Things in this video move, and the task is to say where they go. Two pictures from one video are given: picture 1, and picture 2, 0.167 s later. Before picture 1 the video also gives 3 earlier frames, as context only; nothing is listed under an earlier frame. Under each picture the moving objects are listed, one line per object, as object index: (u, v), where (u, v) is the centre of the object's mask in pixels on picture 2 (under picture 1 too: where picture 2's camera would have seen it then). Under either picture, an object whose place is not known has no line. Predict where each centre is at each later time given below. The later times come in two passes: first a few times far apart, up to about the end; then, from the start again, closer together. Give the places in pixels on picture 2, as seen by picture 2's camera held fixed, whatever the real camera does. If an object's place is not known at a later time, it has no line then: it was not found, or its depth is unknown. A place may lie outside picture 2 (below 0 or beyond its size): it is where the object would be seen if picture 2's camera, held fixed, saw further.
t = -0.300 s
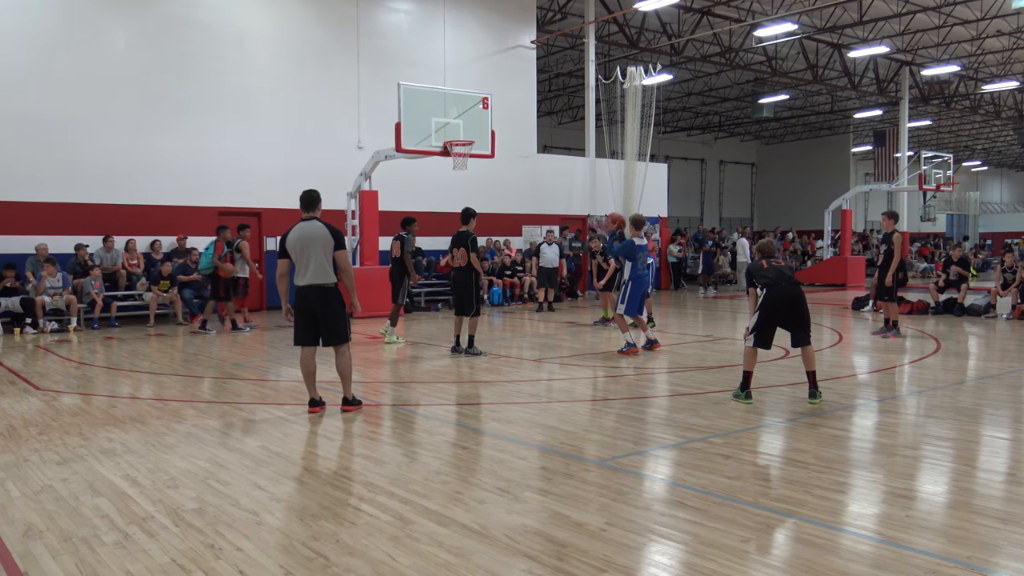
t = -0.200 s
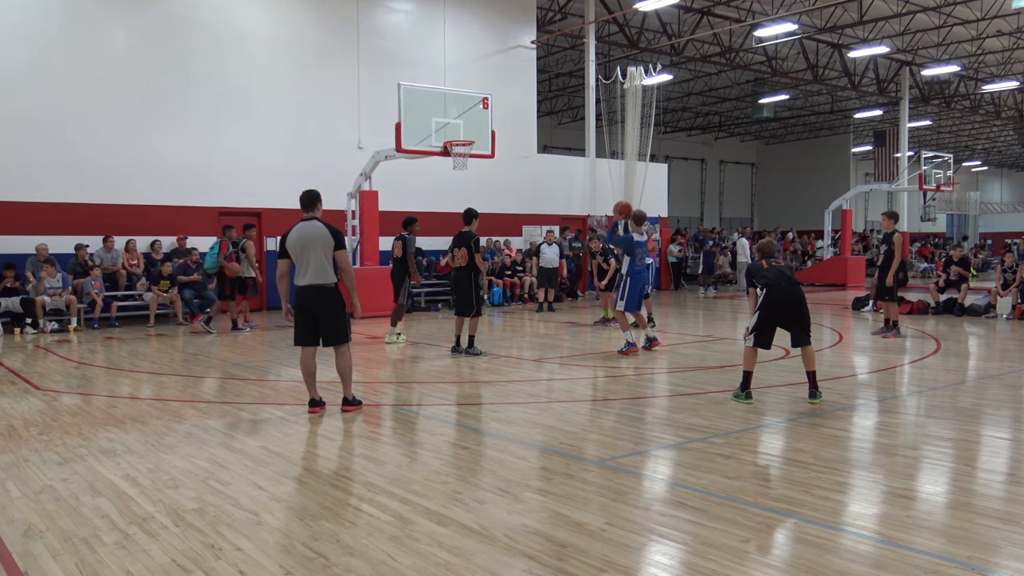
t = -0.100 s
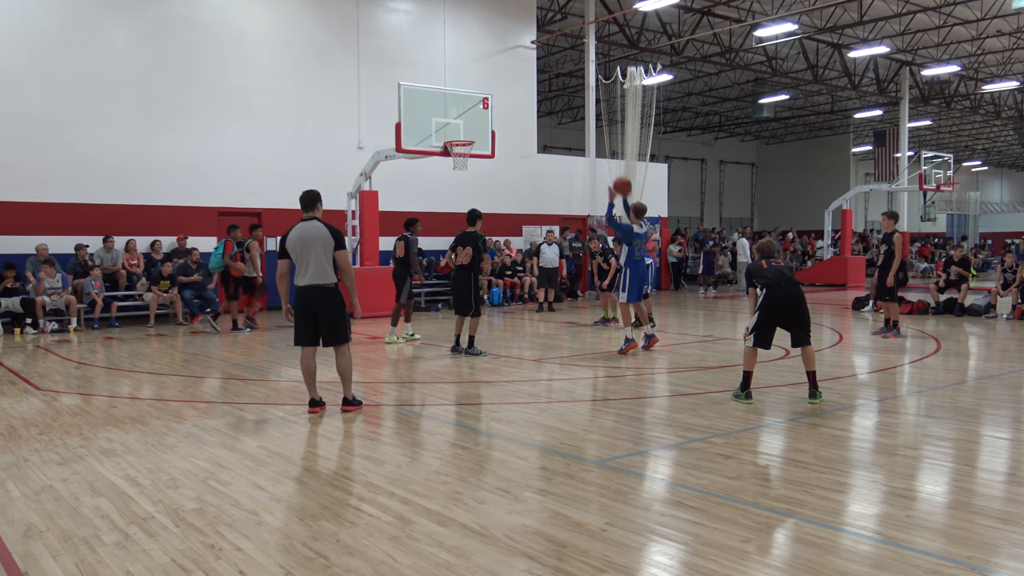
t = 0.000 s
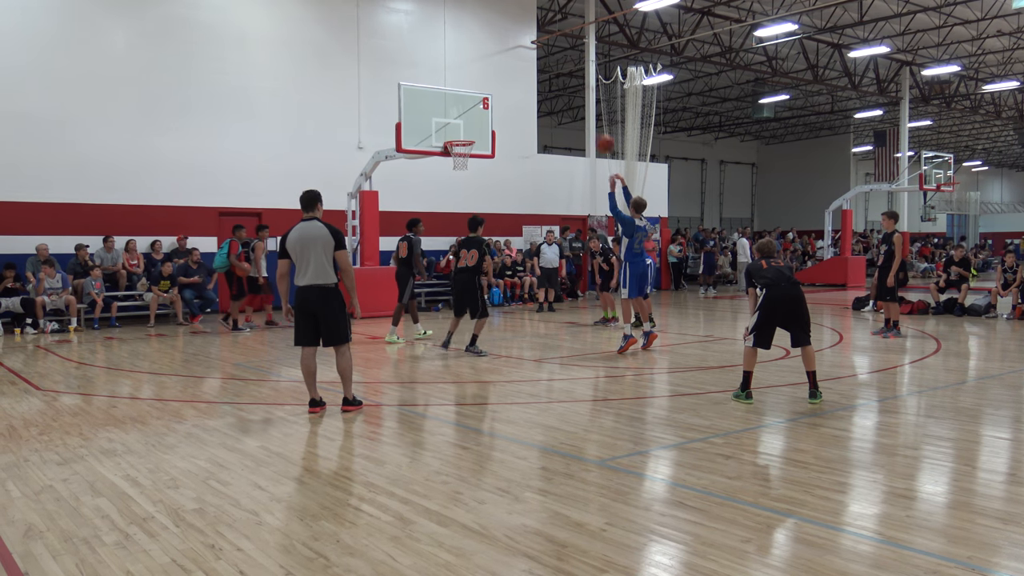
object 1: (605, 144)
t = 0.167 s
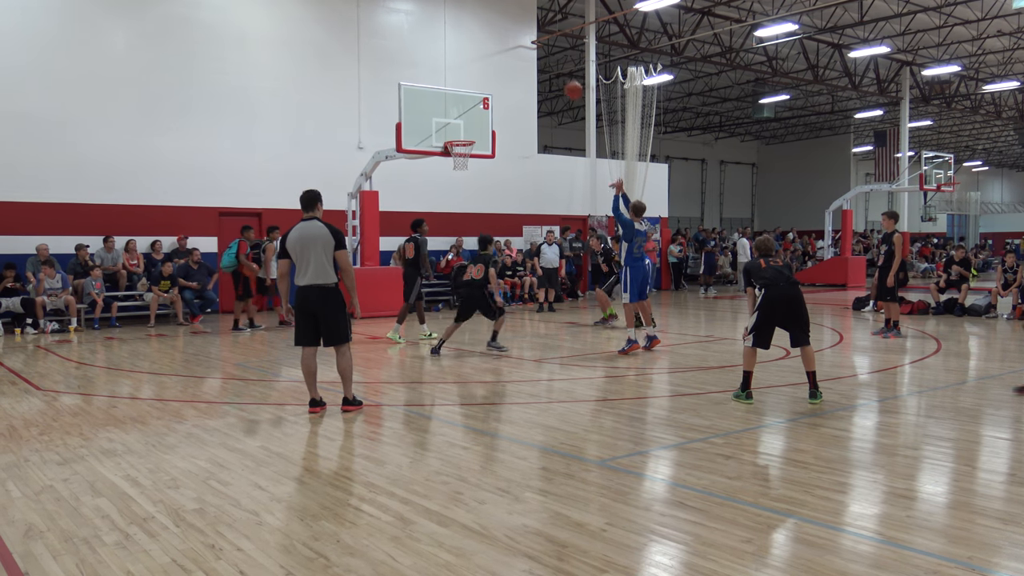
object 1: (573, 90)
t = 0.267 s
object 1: (556, 70)
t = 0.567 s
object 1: (509, 53)
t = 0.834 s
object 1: (475, 87)
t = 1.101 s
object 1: (457, 121)
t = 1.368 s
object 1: (483, 76)
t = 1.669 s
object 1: (513, 75)
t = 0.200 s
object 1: (567, 82)
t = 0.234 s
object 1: (562, 76)
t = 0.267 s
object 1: (556, 70)
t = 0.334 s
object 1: (545, 60)
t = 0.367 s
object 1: (540, 57)
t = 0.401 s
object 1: (535, 55)
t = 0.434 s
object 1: (529, 53)
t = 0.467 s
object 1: (524, 52)
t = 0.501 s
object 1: (519, 52)
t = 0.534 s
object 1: (514, 52)
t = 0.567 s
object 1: (509, 53)
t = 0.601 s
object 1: (505, 55)
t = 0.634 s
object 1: (500, 58)
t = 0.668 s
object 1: (496, 61)
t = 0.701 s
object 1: (491, 65)
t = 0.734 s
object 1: (487, 70)
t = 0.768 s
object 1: (483, 75)
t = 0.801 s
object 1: (479, 81)
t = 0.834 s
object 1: (475, 87)
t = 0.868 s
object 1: (471, 94)
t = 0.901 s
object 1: (467, 102)
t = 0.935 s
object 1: (463, 110)
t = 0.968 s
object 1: (459, 119)
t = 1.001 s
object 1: (455, 128)
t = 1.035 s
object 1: (452, 136)
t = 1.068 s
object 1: (454, 130)
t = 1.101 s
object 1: (457, 121)
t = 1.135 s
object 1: (460, 114)
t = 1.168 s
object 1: (464, 106)
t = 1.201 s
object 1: (467, 100)
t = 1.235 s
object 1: (470, 93)
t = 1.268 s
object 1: (473, 88)
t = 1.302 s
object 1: (476, 83)
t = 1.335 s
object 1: (480, 79)
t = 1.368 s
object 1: (483, 76)
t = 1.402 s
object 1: (486, 73)
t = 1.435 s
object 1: (490, 71)
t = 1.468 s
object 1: (493, 69)
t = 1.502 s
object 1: (496, 69)
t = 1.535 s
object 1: (500, 69)
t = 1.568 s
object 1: (503, 69)
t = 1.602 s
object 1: (506, 70)
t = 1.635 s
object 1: (510, 72)
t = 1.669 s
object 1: (513, 75)
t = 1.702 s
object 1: (517, 78)
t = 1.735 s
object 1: (520, 82)
